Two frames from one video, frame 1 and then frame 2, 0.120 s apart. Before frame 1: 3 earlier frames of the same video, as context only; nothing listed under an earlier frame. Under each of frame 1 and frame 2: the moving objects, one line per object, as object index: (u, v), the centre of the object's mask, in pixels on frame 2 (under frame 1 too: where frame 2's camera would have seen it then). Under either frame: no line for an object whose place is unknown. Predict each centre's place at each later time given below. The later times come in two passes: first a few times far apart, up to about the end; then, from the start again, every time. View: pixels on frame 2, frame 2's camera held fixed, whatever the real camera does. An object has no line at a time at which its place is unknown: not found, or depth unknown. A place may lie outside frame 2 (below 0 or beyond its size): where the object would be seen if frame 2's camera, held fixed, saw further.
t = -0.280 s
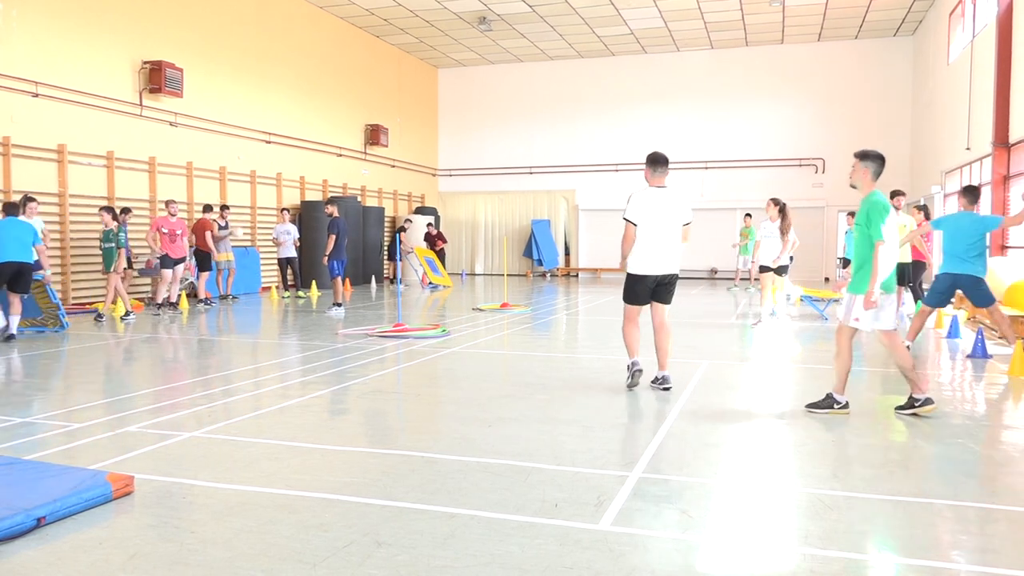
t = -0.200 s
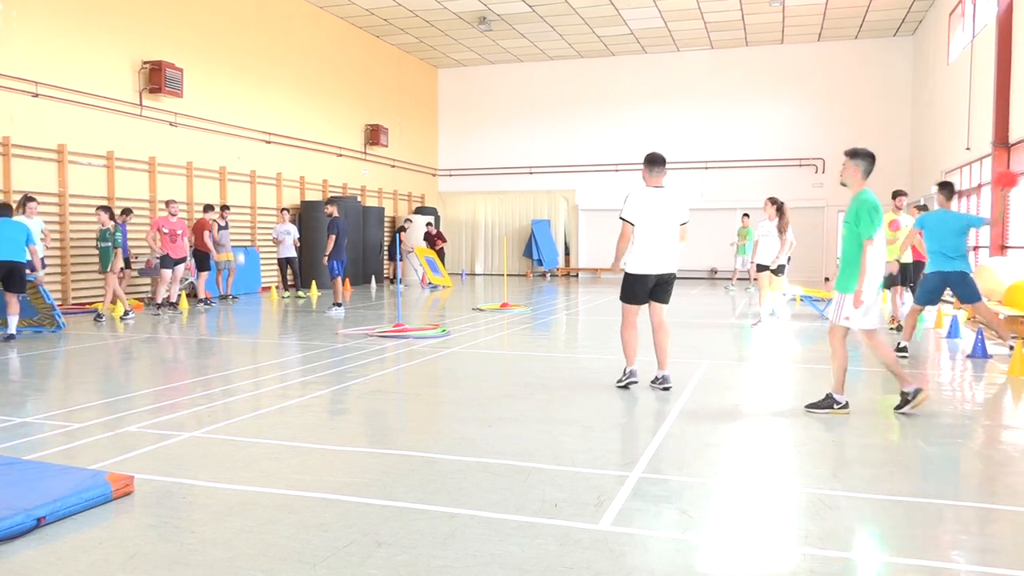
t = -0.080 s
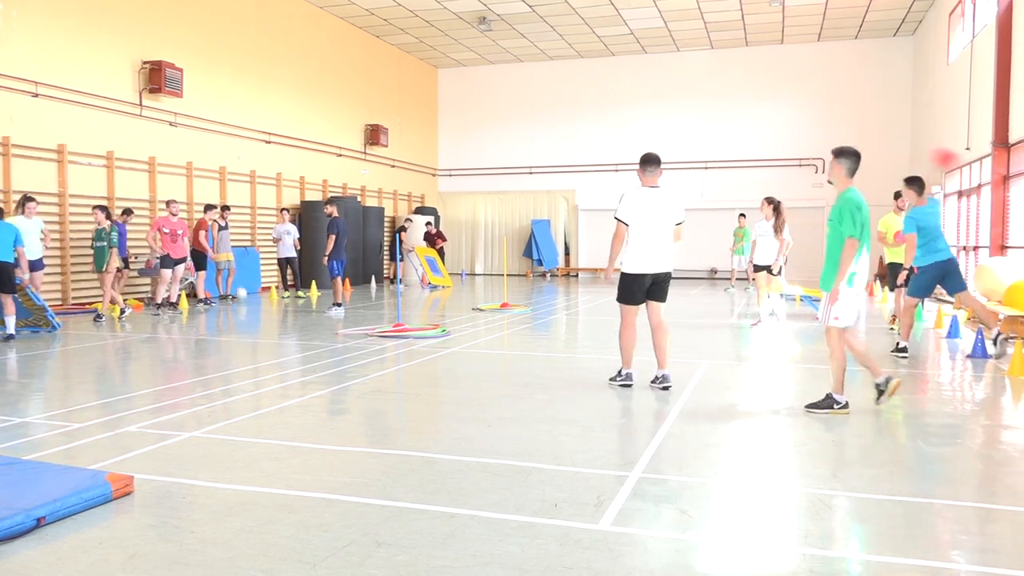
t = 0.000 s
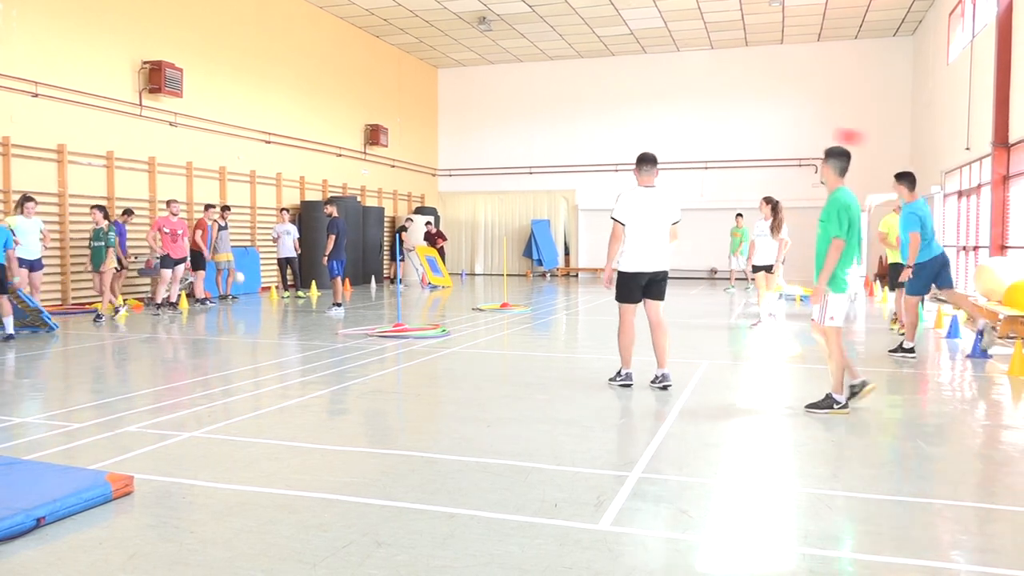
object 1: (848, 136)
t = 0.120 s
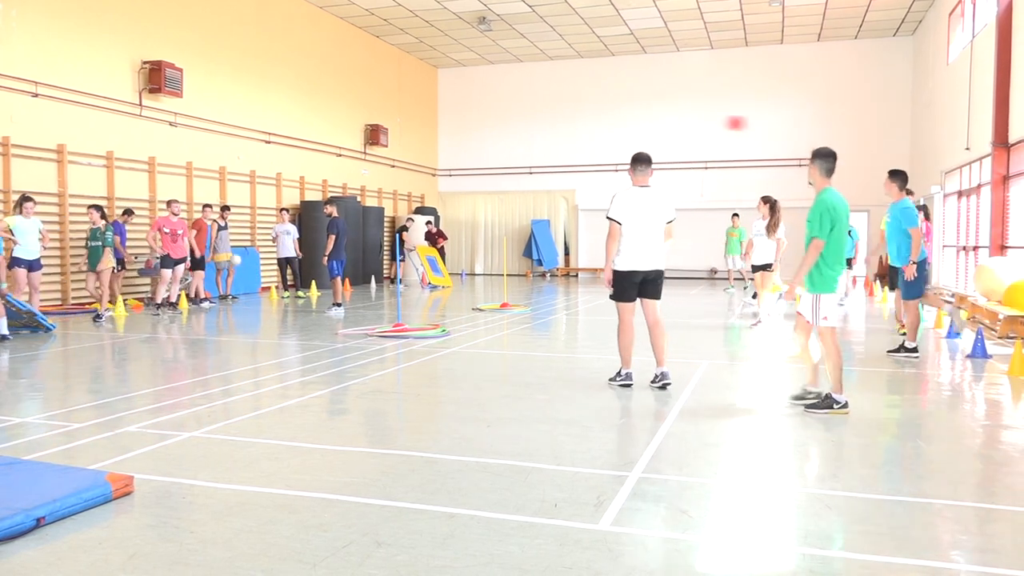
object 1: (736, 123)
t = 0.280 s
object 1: (631, 122)
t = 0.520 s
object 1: (529, 142)
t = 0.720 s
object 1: (472, 170)
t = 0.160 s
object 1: (705, 121)
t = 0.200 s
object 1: (678, 120)
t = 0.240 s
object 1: (653, 121)
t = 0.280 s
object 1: (631, 122)
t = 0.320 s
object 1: (610, 124)
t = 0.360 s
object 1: (591, 126)
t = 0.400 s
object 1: (574, 129)
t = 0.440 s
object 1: (558, 133)
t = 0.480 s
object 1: (543, 137)
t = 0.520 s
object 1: (529, 142)
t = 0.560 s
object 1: (516, 147)
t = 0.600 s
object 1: (504, 152)
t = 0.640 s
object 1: (492, 158)
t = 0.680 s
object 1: (482, 164)
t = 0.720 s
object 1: (472, 170)
